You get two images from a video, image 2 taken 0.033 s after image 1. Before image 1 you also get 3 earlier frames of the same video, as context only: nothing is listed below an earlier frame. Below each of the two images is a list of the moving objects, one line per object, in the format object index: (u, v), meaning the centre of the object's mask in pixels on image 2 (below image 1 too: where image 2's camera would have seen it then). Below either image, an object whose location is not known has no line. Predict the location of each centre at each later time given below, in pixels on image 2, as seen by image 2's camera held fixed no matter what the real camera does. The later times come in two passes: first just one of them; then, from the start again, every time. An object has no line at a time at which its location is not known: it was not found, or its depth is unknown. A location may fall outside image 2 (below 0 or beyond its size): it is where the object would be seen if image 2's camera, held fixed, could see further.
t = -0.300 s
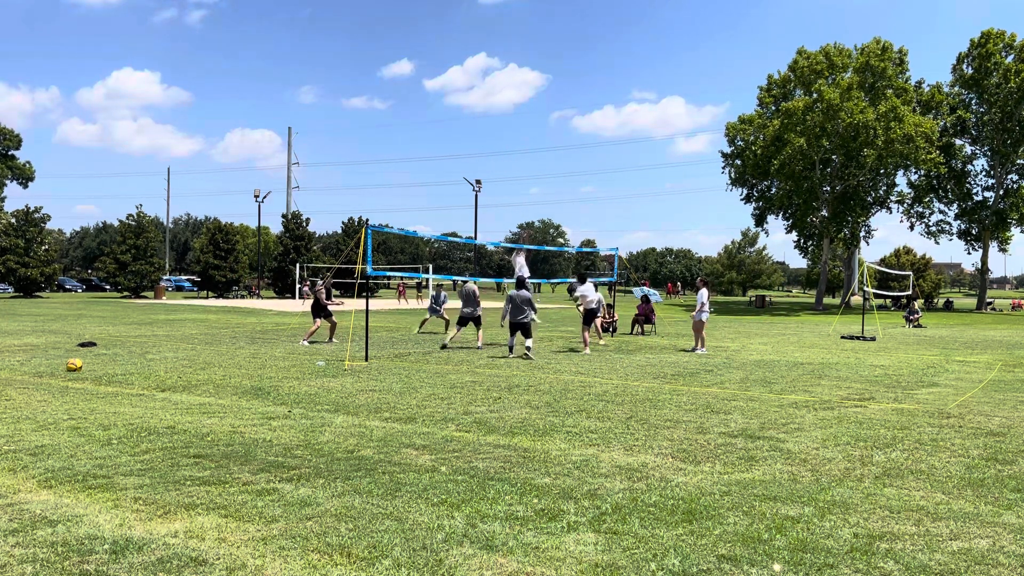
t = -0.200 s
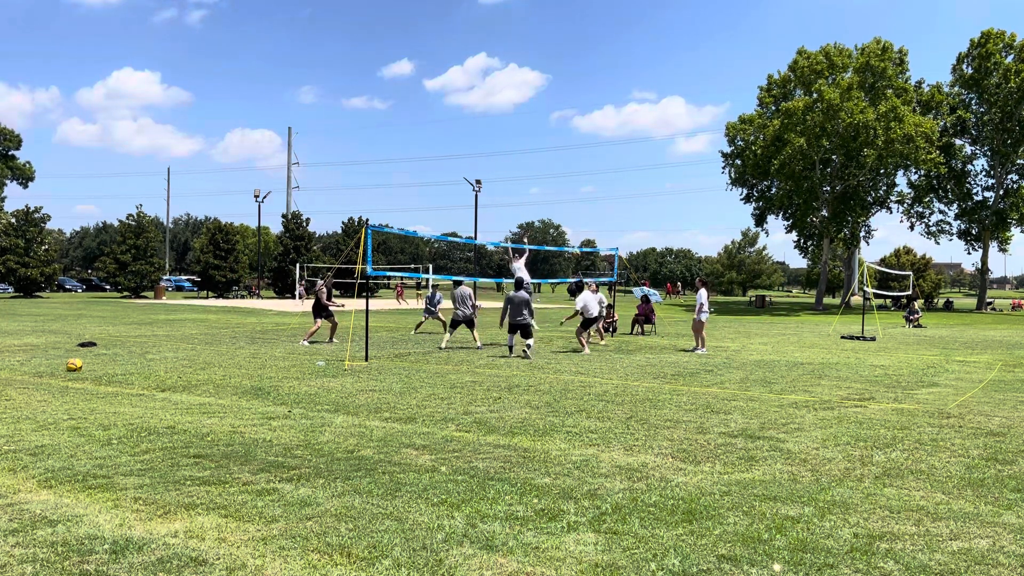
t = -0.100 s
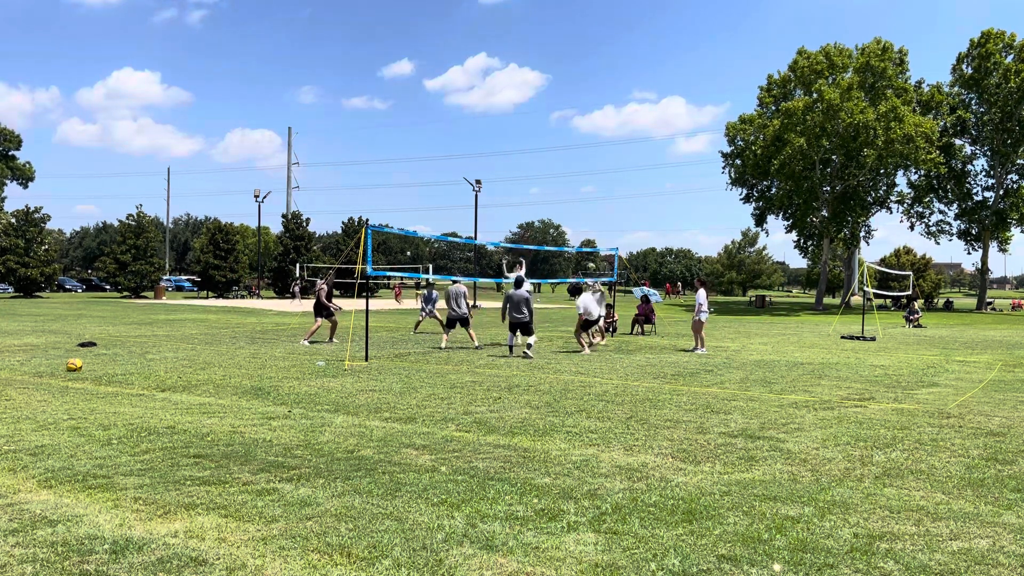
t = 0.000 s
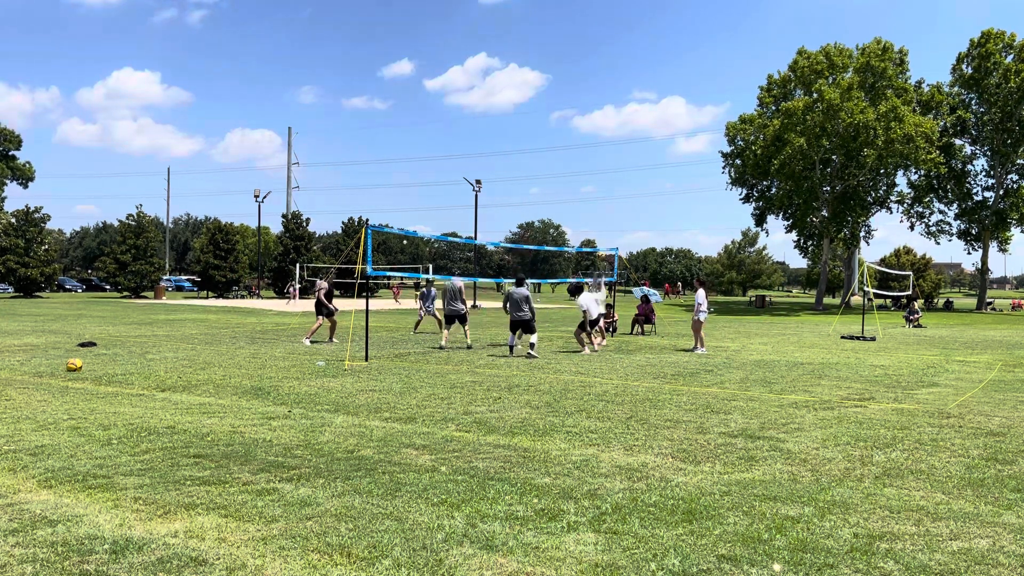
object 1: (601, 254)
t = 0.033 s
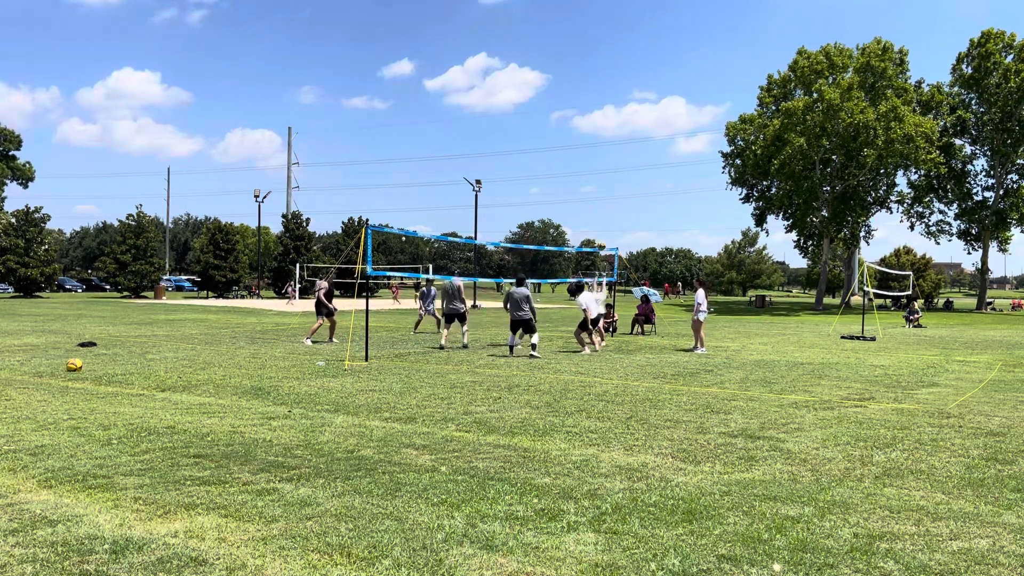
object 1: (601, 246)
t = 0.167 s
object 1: (607, 210)
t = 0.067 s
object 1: (602, 236)
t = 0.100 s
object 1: (604, 227)
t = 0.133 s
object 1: (605, 218)
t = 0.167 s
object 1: (607, 210)
